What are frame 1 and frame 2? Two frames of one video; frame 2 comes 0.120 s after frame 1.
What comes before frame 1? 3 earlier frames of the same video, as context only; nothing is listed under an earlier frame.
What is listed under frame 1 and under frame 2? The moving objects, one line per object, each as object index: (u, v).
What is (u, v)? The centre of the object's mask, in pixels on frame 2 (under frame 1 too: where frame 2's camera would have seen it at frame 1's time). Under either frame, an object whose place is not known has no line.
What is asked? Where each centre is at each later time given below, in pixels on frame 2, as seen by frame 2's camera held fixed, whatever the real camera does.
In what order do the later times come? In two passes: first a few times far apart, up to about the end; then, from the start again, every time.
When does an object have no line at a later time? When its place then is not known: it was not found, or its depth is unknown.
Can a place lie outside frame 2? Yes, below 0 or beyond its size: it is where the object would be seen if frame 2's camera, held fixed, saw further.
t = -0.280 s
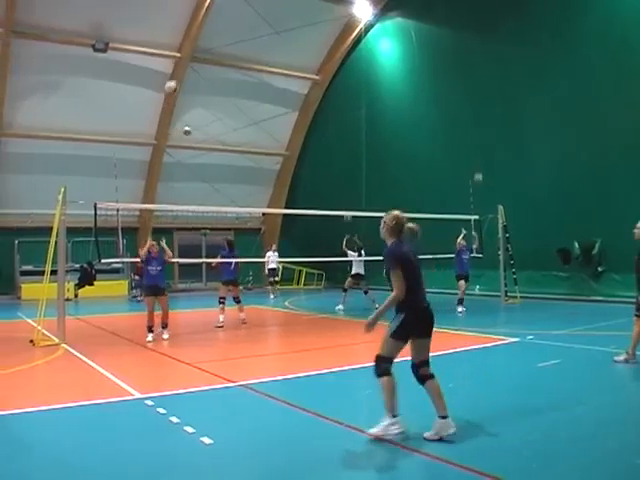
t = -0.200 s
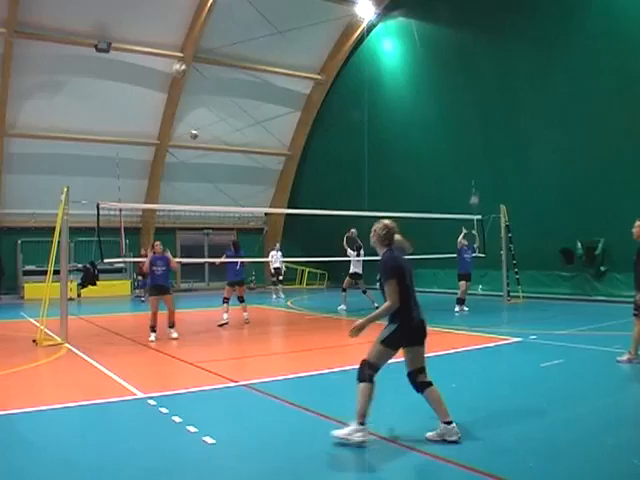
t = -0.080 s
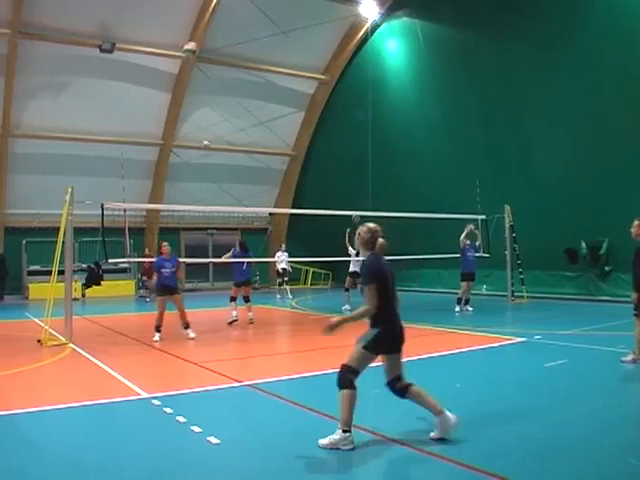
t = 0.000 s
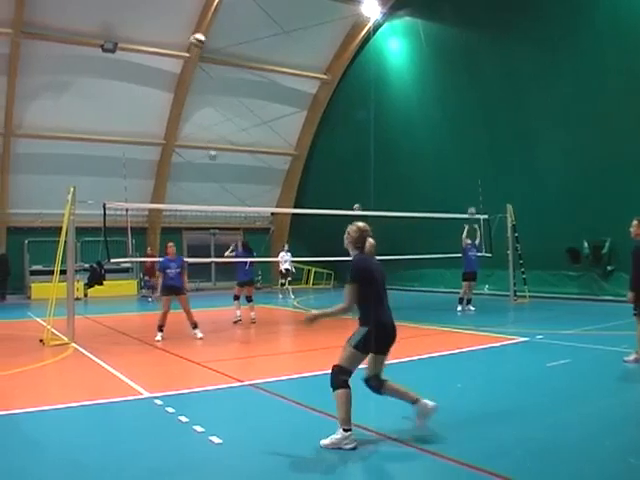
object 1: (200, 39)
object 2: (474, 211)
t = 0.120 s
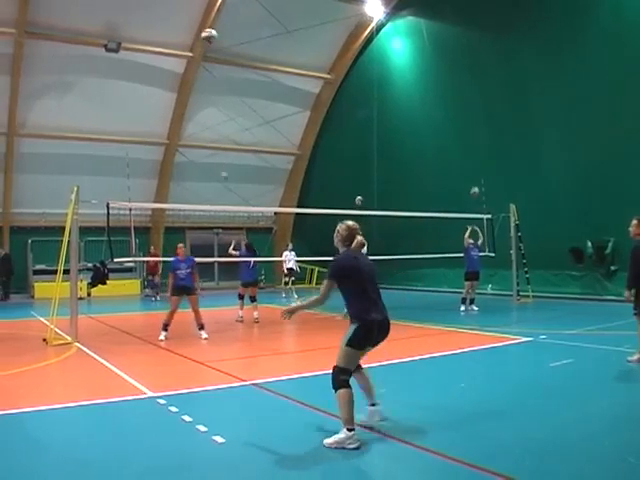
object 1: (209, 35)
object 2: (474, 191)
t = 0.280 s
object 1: (221, 47)
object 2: (474, 174)
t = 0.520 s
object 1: (242, 113)
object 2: (474, 168)
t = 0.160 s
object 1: (212, 36)
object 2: (474, 185)
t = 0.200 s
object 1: (214, 38)
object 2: (474, 181)
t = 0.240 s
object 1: (218, 41)
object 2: (474, 177)
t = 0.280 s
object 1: (221, 47)
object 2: (474, 174)
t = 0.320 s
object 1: (224, 54)
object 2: (474, 171)
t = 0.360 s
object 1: (227, 62)
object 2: (474, 169)
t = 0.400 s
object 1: (231, 72)
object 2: (473, 168)
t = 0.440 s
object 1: (235, 84)
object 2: (473, 167)
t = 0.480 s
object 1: (239, 97)
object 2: (474, 167)
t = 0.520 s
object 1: (242, 113)
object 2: (474, 168)
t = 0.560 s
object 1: (246, 129)
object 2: (474, 169)
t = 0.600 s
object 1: (250, 149)
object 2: (475, 171)
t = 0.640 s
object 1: (255, 171)
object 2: (475, 174)
